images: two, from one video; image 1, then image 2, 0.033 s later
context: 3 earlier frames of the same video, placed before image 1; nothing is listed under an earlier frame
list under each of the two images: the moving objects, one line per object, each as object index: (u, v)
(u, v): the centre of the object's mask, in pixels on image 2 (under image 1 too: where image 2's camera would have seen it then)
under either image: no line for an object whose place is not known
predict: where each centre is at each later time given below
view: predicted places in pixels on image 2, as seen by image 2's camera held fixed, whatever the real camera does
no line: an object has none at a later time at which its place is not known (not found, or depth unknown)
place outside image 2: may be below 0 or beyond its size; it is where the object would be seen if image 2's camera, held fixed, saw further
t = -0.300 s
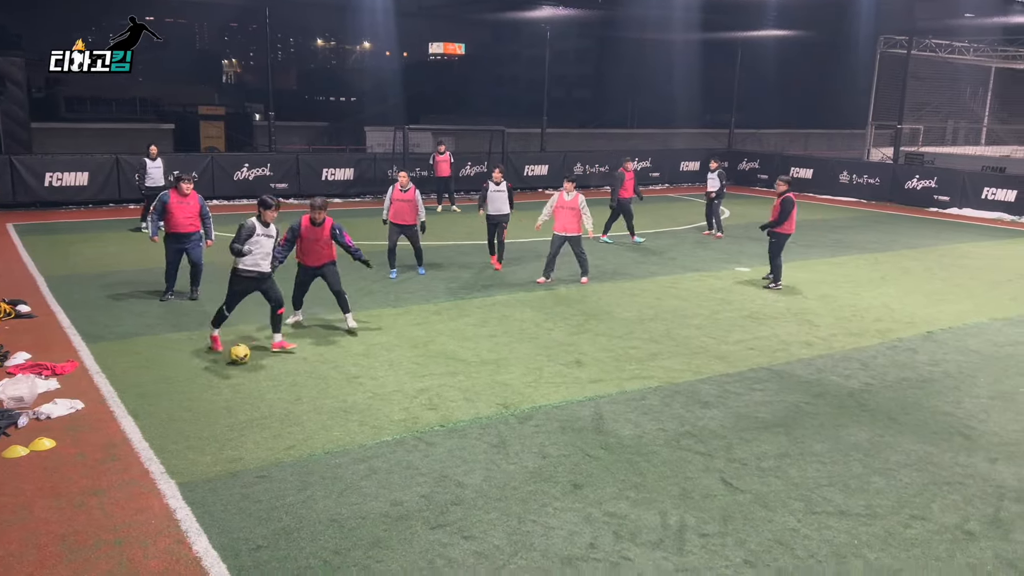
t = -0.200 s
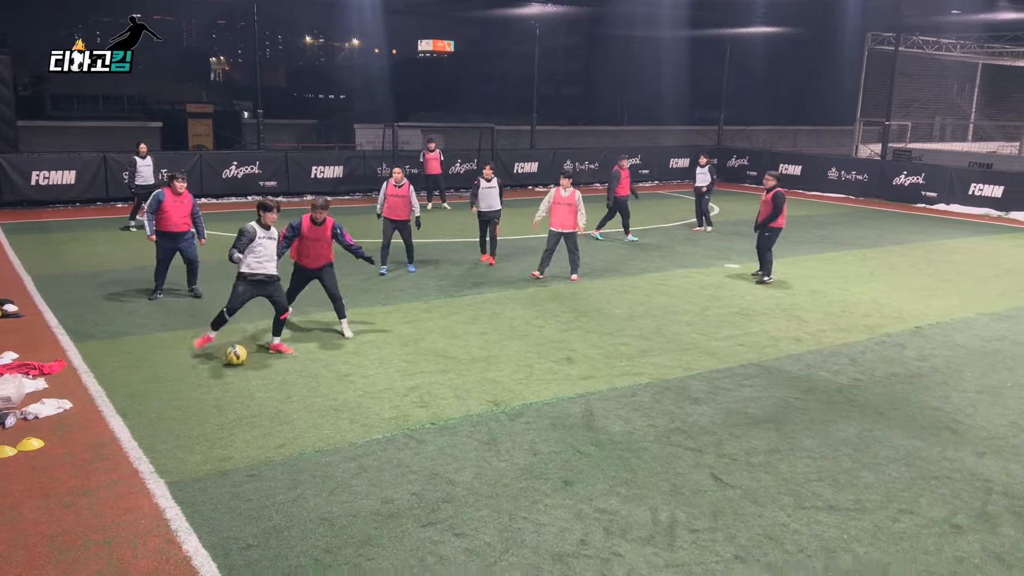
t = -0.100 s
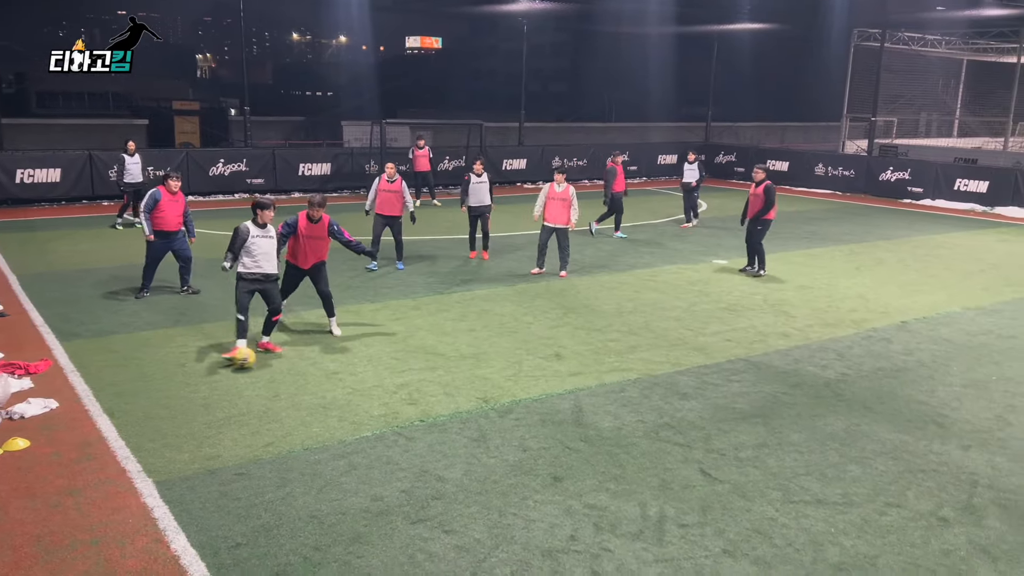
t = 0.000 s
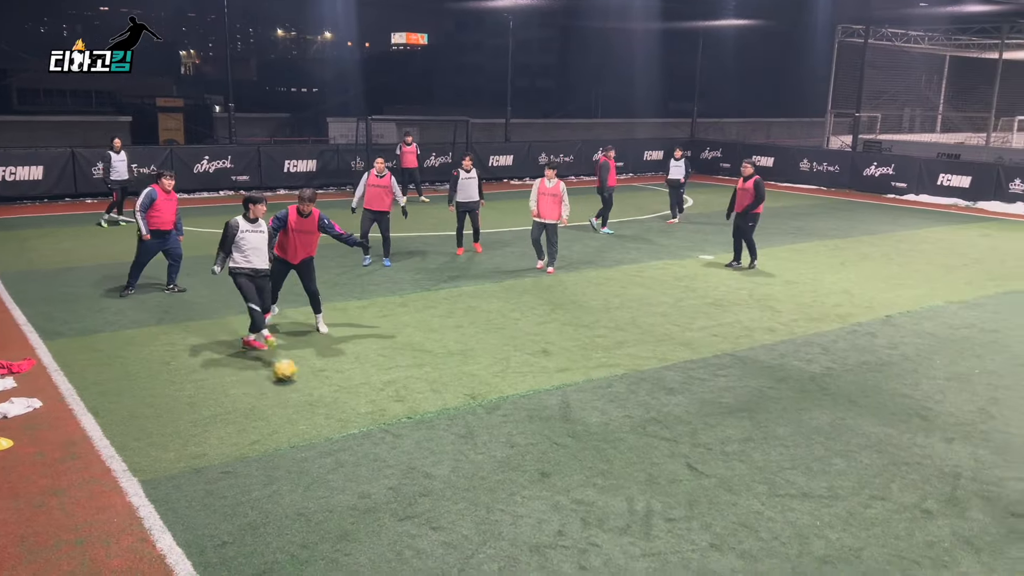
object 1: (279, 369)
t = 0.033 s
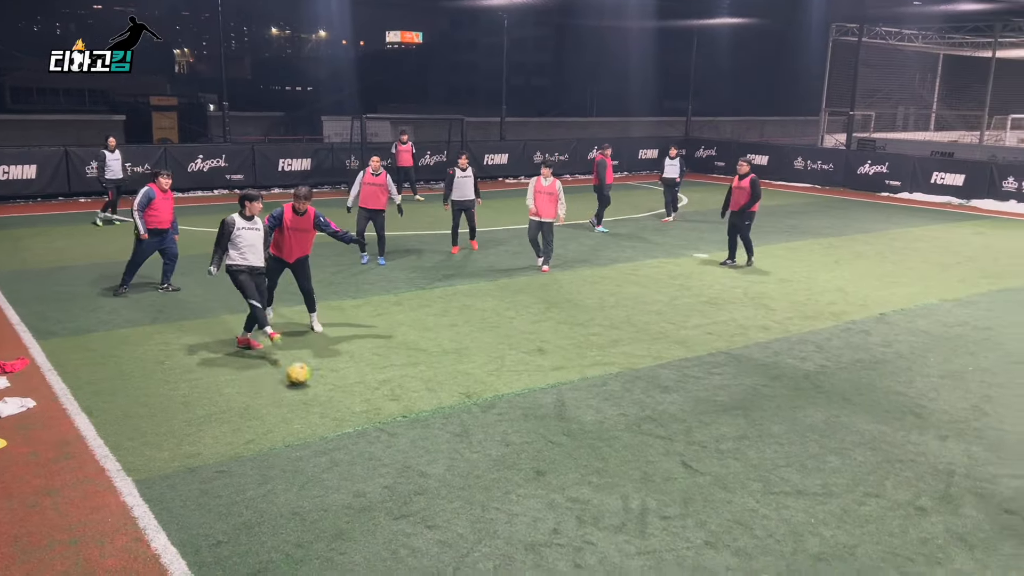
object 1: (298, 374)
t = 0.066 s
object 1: (317, 379)
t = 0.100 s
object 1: (336, 384)
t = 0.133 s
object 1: (355, 388)
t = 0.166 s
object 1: (374, 393)
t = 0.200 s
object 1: (394, 398)
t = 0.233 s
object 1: (414, 402)
